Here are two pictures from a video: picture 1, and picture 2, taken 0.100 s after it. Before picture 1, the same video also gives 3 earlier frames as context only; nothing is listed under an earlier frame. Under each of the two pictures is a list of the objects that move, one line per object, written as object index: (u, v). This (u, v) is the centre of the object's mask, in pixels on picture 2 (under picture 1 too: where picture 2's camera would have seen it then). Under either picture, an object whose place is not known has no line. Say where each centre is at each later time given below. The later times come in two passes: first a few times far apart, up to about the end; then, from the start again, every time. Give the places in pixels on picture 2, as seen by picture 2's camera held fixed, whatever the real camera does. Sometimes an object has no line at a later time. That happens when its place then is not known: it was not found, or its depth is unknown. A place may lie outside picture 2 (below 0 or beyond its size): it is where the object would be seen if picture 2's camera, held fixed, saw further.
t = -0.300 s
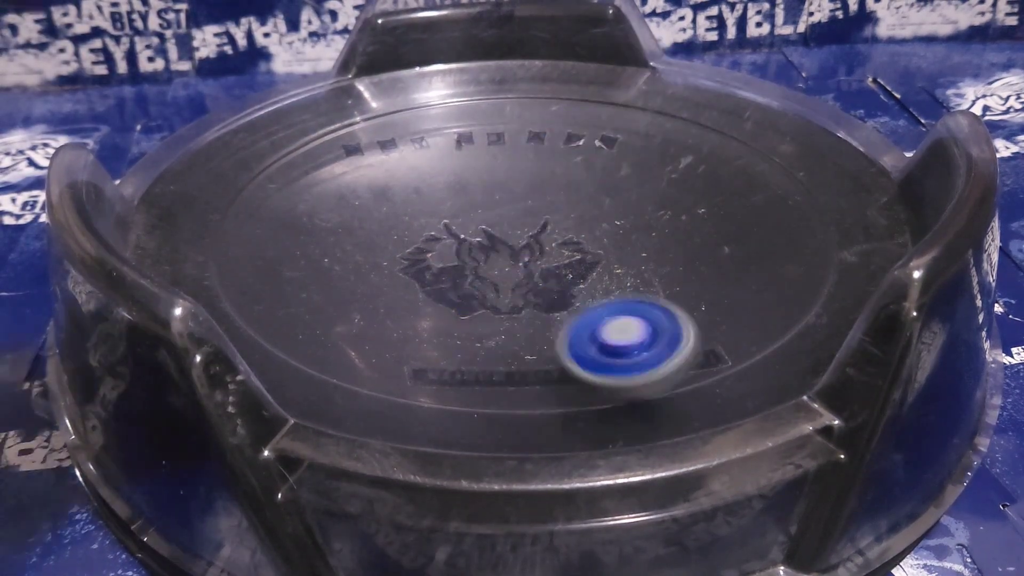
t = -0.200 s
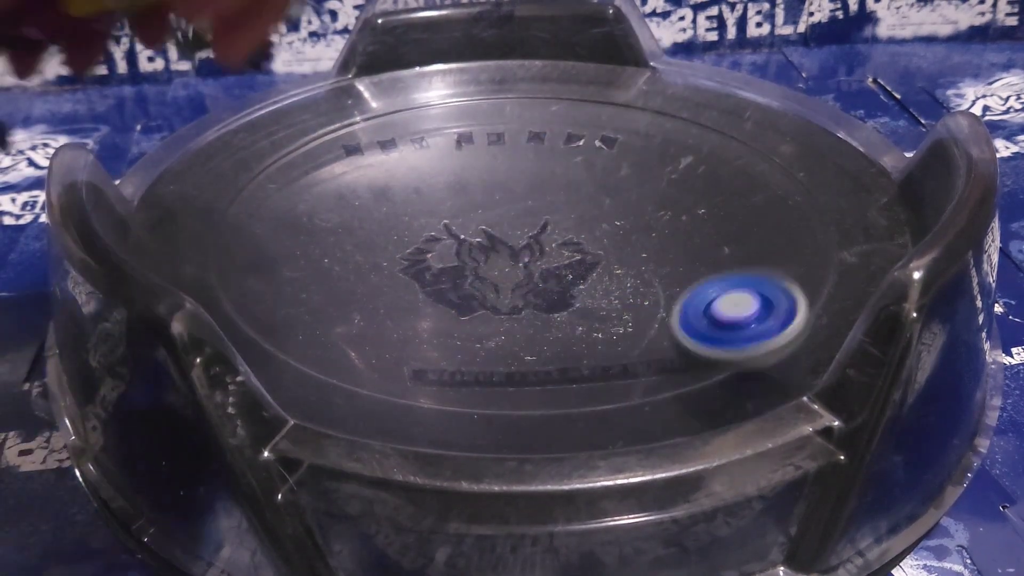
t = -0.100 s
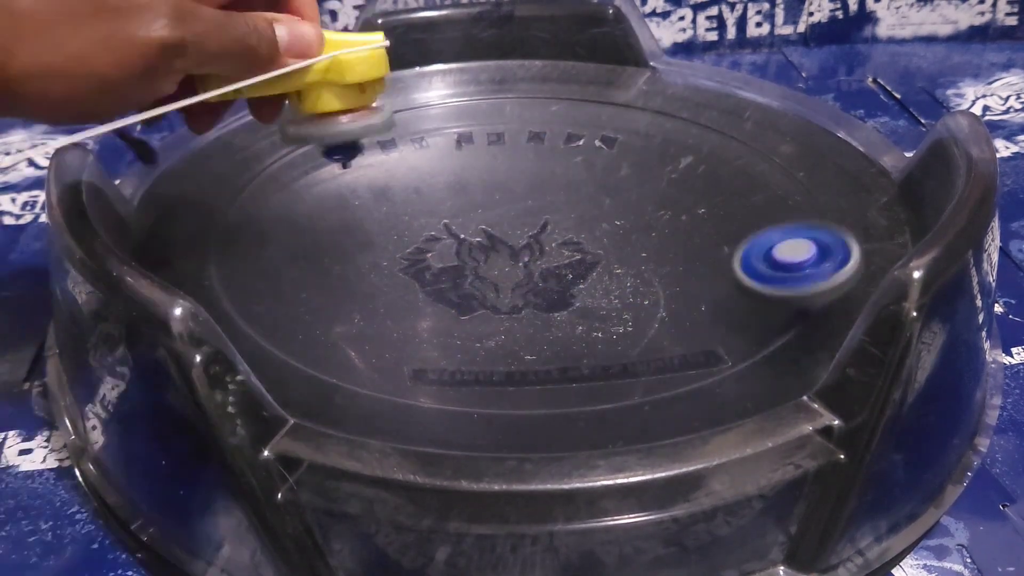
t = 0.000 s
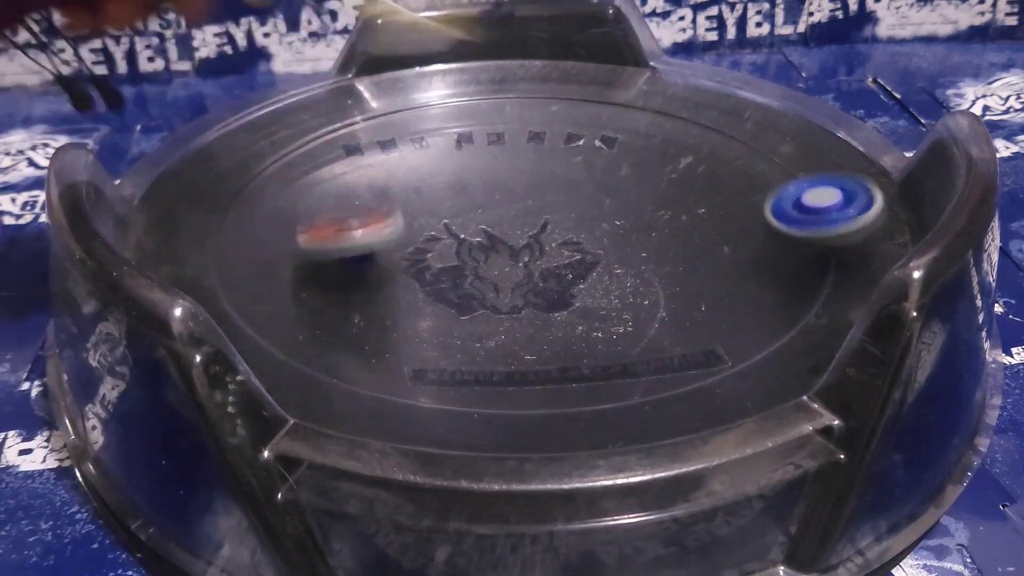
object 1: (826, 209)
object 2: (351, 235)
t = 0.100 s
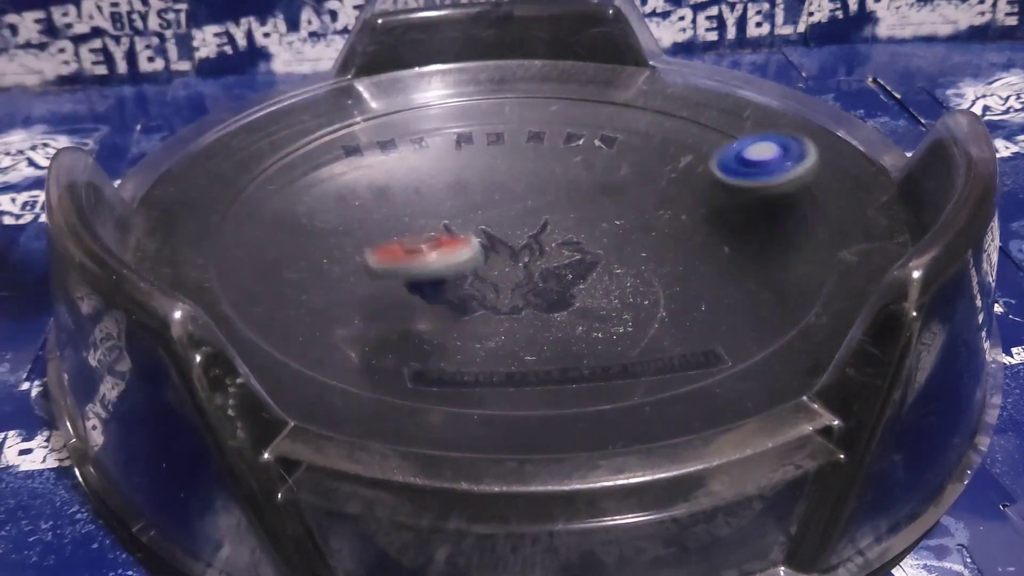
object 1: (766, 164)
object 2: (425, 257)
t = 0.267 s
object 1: (545, 174)
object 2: (551, 297)
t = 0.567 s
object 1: (337, 339)
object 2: (448, 247)
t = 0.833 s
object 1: (759, 306)
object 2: (216, 218)
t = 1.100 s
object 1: (617, 173)
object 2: (349, 263)
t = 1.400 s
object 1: (209, 233)
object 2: (447, 224)
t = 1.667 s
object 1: (449, 371)
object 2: (332, 156)
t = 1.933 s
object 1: (704, 234)
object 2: (284, 189)
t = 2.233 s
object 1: (362, 107)
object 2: (474, 240)
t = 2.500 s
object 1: (243, 278)
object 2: (524, 132)
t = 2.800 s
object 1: (695, 254)
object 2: (373, 112)
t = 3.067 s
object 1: (531, 72)
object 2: (398, 244)
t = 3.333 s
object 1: (234, 119)
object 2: (719, 181)
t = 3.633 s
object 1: (422, 329)
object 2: (584, 77)
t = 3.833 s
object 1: (768, 237)
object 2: (408, 109)
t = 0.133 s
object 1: (728, 158)
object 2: (452, 280)
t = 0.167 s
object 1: (695, 155)
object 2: (473, 283)
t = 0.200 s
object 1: (646, 160)
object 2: (504, 294)
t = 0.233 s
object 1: (595, 165)
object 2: (530, 297)
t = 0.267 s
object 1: (545, 174)
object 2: (551, 297)
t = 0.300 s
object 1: (495, 186)
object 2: (568, 295)
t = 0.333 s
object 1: (449, 199)
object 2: (578, 292)
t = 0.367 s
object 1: (407, 214)
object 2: (578, 287)
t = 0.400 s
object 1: (375, 231)
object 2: (572, 282)
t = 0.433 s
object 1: (348, 250)
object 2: (558, 275)
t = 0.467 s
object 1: (331, 269)
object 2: (538, 268)
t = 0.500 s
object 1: (323, 291)
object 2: (514, 260)
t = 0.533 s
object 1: (324, 314)
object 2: (483, 253)
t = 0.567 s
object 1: (337, 339)
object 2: (448, 247)
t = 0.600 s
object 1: (381, 342)
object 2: (414, 238)
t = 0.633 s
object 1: (437, 364)
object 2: (379, 233)
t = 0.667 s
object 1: (497, 364)
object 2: (343, 227)
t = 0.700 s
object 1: (558, 363)
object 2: (311, 222)
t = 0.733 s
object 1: (615, 358)
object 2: (283, 218)
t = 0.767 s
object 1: (668, 346)
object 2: (258, 217)
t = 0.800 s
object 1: (717, 328)
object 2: (234, 217)
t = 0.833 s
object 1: (759, 306)
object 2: (216, 218)
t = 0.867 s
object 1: (782, 287)
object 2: (221, 221)
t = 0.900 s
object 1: (797, 261)
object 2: (233, 228)
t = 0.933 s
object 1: (796, 237)
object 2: (248, 235)
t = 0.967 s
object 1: (780, 218)
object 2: (265, 241)
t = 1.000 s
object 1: (752, 201)
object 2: (285, 247)
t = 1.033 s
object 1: (714, 188)
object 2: (305, 254)
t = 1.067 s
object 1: (667, 180)
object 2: (327, 259)
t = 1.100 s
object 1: (617, 173)
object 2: (349, 263)
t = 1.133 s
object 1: (567, 168)
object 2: (372, 266)
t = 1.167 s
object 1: (513, 168)
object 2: (393, 266)
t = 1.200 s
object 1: (461, 170)
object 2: (412, 266)
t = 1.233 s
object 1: (411, 174)
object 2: (429, 262)
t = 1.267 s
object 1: (362, 180)
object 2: (440, 257)
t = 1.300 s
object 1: (318, 189)
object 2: (448, 251)
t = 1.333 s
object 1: (278, 201)
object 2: (452, 243)
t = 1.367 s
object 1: (241, 216)
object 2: (451, 234)
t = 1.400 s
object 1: (209, 233)
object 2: (447, 224)
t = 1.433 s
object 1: (217, 248)
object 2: (439, 214)
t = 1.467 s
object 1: (230, 277)
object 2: (427, 203)
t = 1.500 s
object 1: (248, 301)
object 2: (412, 193)
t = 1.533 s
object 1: (272, 322)
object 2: (396, 183)
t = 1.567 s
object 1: (299, 336)
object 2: (384, 176)
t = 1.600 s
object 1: (346, 350)
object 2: (366, 168)
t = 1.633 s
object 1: (396, 362)
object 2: (349, 161)
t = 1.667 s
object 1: (449, 371)
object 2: (332, 156)
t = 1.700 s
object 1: (509, 373)
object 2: (314, 153)
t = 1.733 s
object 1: (568, 366)
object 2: (296, 151)
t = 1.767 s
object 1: (621, 355)
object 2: (277, 150)
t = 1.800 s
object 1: (665, 340)
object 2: (261, 150)
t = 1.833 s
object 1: (695, 315)
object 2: (261, 157)
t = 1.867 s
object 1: (712, 290)
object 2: (267, 168)
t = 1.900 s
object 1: (714, 263)
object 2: (274, 178)
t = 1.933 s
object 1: (704, 234)
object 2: (284, 189)
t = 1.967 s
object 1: (683, 208)
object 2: (296, 200)
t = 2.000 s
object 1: (652, 184)
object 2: (311, 212)
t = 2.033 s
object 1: (618, 161)
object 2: (328, 223)
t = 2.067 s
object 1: (577, 145)
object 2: (349, 233)
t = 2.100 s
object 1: (536, 130)
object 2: (374, 240)
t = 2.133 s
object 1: (492, 120)
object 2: (401, 244)
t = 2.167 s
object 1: (444, 111)
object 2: (429, 246)
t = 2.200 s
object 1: (396, 107)
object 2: (455, 244)
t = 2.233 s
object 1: (362, 107)
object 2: (474, 240)
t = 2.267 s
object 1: (320, 107)
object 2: (497, 231)
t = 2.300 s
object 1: (288, 125)
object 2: (514, 220)
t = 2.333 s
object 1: (261, 147)
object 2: (527, 206)
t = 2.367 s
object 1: (239, 169)
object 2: (535, 191)
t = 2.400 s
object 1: (223, 191)
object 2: (539, 175)
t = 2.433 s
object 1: (223, 222)
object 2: (538, 161)
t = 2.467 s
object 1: (226, 250)
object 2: (533, 145)
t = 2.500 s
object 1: (243, 278)
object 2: (524, 132)
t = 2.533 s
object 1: (280, 307)
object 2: (512, 121)
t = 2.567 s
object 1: (333, 329)
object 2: (497, 110)
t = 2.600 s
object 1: (398, 343)
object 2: (480, 101)
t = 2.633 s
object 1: (465, 347)
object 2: (461, 95)
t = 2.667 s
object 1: (528, 343)
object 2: (439, 88)
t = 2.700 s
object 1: (587, 331)
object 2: (418, 82)
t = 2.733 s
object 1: (635, 310)
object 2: (401, 86)
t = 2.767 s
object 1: (671, 285)
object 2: (387, 100)
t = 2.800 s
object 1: (695, 254)
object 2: (373, 112)
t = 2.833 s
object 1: (703, 224)
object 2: (358, 123)
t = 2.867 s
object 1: (699, 194)
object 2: (345, 135)
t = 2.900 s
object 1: (684, 167)
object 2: (333, 148)
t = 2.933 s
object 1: (668, 147)
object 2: (327, 162)
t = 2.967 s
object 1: (639, 124)
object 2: (327, 184)
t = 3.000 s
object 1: (604, 102)
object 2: (339, 206)
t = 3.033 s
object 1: (570, 85)
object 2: (364, 228)
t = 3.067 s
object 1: (531, 72)
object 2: (398, 244)
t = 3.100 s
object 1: (490, 63)
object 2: (442, 257)
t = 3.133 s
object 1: (449, 65)
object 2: (488, 265)
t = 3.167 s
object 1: (408, 65)
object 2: (539, 264)
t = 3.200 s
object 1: (373, 70)
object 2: (587, 257)
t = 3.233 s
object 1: (337, 81)
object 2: (633, 242)
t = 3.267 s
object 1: (297, 91)
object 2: (671, 223)
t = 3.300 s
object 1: (262, 103)
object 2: (699, 203)
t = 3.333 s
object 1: (234, 119)
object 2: (719, 181)
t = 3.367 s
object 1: (211, 139)
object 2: (730, 159)
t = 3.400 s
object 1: (198, 160)
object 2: (732, 137)
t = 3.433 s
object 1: (195, 187)
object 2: (729, 117)
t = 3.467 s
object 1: (203, 214)
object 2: (718, 96)
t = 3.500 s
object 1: (224, 250)
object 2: (691, 89)
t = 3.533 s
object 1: (260, 277)
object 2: (662, 88)
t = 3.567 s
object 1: (310, 302)
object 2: (633, 84)
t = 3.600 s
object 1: (355, 314)
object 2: (612, 82)
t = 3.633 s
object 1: (422, 329)
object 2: (584, 77)
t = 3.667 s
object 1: (495, 335)
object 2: (556, 75)
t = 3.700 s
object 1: (570, 330)
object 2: (527, 73)
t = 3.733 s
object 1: (636, 314)
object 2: (494, 75)
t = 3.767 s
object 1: (692, 293)
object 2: (463, 82)
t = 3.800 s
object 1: (736, 266)
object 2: (433, 93)
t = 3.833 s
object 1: (768, 237)
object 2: (408, 109)
